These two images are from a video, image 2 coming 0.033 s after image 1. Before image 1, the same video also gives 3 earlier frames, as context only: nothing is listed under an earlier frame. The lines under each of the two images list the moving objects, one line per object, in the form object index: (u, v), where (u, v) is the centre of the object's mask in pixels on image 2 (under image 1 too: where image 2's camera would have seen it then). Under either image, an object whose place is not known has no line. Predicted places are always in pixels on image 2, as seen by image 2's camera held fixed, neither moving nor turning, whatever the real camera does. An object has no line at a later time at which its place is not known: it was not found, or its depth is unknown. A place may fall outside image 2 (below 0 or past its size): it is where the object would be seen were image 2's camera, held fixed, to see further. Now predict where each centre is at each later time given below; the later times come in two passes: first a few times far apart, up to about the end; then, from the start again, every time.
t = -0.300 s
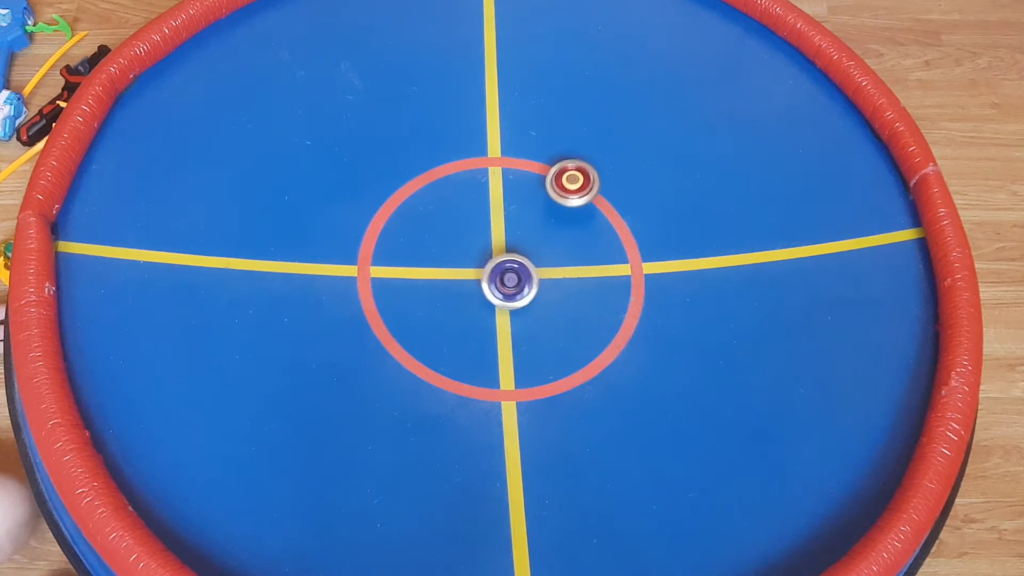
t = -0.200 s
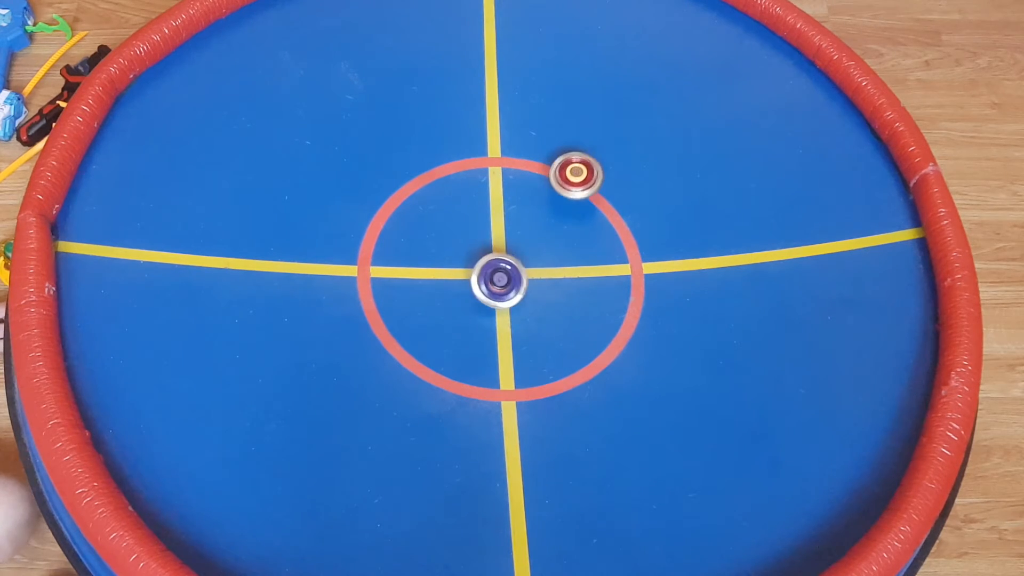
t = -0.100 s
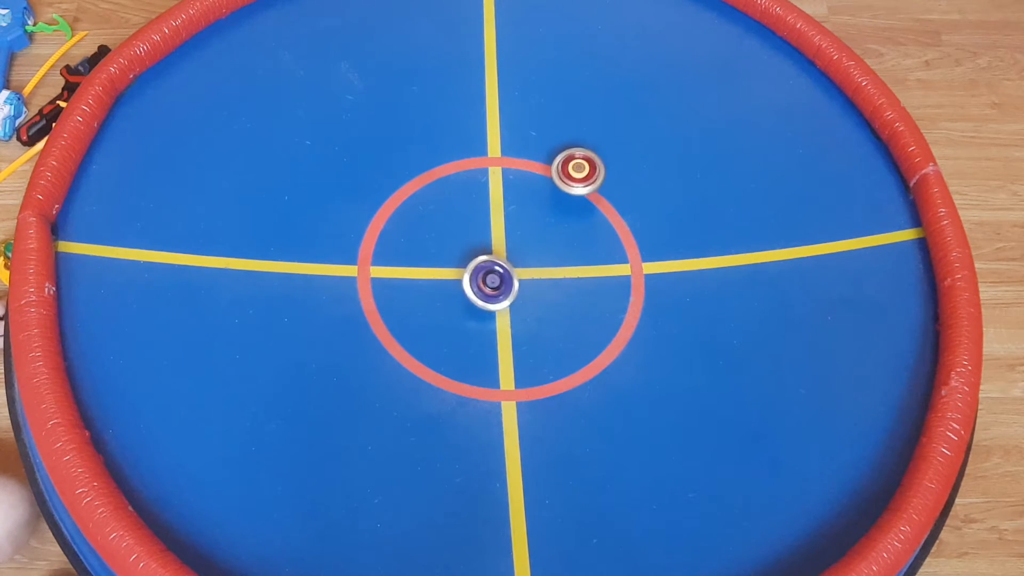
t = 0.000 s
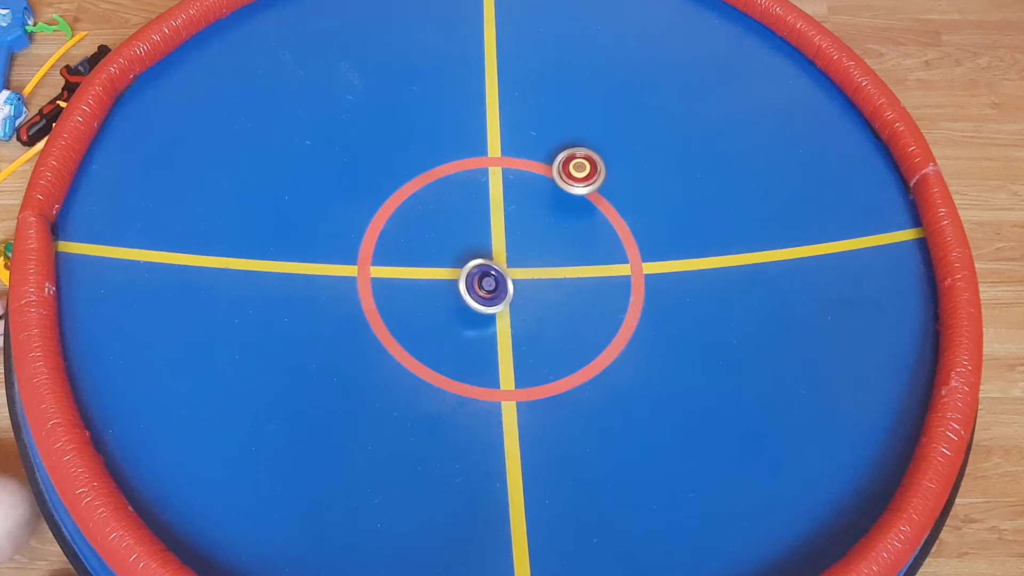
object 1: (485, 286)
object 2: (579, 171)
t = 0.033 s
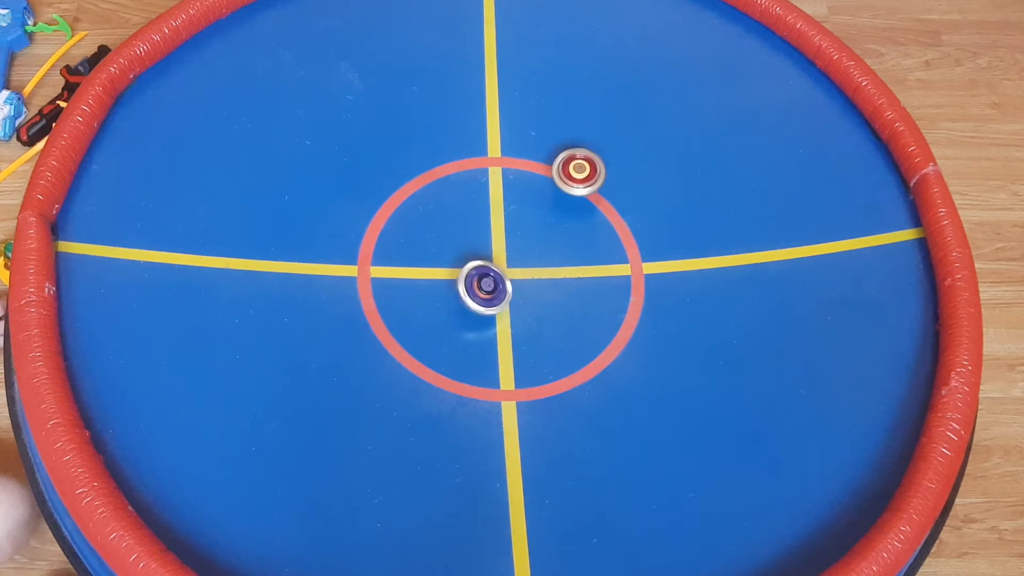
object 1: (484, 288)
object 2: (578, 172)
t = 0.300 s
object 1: (485, 296)
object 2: (567, 192)
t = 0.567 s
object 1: (497, 295)
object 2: (556, 223)
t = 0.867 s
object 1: (495, 299)
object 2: (577, 235)
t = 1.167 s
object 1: (479, 319)
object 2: (626, 205)
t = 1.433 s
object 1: (481, 317)
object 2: (626, 181)
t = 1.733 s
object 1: (490, 303)
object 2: (595, 174)
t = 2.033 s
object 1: (482, 279)
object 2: (573, 198)
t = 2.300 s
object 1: (473, 275)
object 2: (577, 227)
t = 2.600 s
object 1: (476, 277)
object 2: (604, 249)
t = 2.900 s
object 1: (492, 269)
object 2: (641, 245)
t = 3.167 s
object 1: (497, 252)
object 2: (654, 223)
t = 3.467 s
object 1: (490, 249)
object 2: (631, 205)
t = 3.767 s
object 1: (493, 256)
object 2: (598, 215)
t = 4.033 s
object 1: (512, 258)
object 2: (586, 241)
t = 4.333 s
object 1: (522, 242)
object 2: (598, 270)
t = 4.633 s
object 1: (513, 237)
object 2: (632, 283)
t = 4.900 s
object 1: (513, 247)
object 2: (659, 272)
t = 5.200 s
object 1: (534, 256)
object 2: (655, 247)
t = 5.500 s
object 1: (545, 244)
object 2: (621, 240)
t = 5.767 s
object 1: (534, 239)
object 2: (594, 255)
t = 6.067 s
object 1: (528, 254)
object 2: (584, 284)
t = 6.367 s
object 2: (602, 311)
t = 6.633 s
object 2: (633, 319)
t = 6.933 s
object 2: (650, 301)
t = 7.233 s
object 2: (631, 277)
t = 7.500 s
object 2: (644, 254)
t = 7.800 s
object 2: (670, 229)
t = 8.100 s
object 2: (648, 227)
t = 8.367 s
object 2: (636, 243)
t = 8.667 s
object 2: (643, 264)
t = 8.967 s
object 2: (667, 268)
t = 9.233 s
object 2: (671, 254)
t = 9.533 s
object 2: (647, 253)
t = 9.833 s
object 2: (634, 271)
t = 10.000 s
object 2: (636, 283)
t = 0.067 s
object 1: (484, 289)
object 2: (578, 173)
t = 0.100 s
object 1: (483, 290)
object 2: (577, 175)
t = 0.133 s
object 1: (483, 291)
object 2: (576, 177)
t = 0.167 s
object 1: (483, 292)
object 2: (574, 180)
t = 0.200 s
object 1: (483, 293)
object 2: (573, 182)
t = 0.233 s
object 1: (484, 295)
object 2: (571, 186)
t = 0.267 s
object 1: (484, 295)
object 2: (569, 189)
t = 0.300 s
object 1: (485, 296)
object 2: (567, 192)
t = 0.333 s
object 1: (486, 296)
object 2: (566, 196)
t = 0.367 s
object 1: (487, 297)
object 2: (564, 199)
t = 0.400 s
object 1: (488, 297)
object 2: (562, 203)
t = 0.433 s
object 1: (490, 297)
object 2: (561, 207)
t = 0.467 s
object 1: (491, 297)
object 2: (559, 211)
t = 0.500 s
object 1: (493, 296)
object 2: (558, 215)
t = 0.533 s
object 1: (495, 296)
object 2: (557, 219)
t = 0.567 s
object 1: (497, 295)
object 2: (556, 223)
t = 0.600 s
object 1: (500, 294)
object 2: (555, 227)
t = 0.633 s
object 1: (502, 293)
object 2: (554, 231)
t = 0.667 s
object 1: (504, 291)
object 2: (554, 235)
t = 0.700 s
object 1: (506, 289)
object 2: (554, 239)
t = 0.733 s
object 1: (508, 286)
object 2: (554, 243)
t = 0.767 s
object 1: (510, 283)
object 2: (554, 248)
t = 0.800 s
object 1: (510, 282)
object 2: (556, 250)
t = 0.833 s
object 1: (504, 289)
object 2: (564, 244)
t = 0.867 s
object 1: (495, 299)
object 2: (577, 235)
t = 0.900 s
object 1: (490, 307)
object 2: (589, 228)
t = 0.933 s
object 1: (487, 313)
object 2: (599, 223)
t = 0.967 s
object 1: (484, 316)
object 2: (606, 219)
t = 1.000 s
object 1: (482, 317)
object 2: (612, 217)
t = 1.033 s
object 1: (480, 318)
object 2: (615, 215)
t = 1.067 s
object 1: (480, 318)
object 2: (618, 213)
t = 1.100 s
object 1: (479, 318)
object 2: (621, 211)
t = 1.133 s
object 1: (479, 319)
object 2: (624, 208)
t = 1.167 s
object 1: (479, 319)
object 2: (626, 205)
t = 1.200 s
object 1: (479, 319)
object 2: (628, 203)
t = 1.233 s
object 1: (480, 319)
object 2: (629, 199)
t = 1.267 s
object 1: (479, 319)
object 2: (630, 196)
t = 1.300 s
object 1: (479, 319)
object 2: (630, 193)
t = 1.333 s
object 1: (480, 318)
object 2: (630, 190)
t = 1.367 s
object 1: (480, 318)
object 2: (629, 187)
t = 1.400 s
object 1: (480, 318)
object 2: (628, 184)
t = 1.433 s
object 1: (481, 317)
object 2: (626, 181)
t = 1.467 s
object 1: (482, 317)
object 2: (624, 178)
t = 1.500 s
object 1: (482, 316)
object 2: (621, 176)
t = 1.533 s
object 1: (483, 315)
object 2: (618, 174)
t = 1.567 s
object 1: (484, 314)
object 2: (614, 173)
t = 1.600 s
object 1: (486, 312)
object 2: (610, 172)
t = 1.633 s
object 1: (487, 310)
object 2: (607, 172)
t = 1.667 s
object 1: (488, 308)
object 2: (603, 172)
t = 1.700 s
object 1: (489, 306)
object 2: (599, 173)
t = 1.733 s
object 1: (490, 303)
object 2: (595, 174)
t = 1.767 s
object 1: (491, 300)
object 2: (592, 175)
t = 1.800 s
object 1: (491, 297)
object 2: (588, 177)
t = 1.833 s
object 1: (491, 295)
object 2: (585, 180)
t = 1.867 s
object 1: (490, 291)
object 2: (582, 182)
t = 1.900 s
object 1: (488, 288)
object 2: (580, 185)
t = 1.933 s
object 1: (487, 286)
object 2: (578, 188)
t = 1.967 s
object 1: (485, 283)
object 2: (576, 191)
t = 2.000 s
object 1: (484, 281)
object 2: (575, 194)
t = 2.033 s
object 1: (482, 279)
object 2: (573, 198)
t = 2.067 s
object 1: (481, 277)
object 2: (572, 201)
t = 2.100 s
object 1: (479, 276)
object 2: (572, 205)
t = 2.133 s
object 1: (477, 275)
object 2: (572, 209)
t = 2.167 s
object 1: (475, 275)
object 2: (572, 212)
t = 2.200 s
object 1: (474, 275)
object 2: (573, 216)
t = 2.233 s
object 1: (473, 275)
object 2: (574, 220)
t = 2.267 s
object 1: (473, 275)
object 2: (575, 223)
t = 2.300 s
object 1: (473, 275)
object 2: (577, 227)
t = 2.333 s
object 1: (473, 275)
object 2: (578, 230)
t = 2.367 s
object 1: (474, 276)
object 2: (581, 233)
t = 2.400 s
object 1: (473, 276)
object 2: (583, 236)
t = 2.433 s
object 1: (474, 277)
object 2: (586, 239)
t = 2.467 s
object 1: (474, 277)
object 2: (590, 242)
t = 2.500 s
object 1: (474, 277)
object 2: (593, 244)
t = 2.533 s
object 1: (475, 277)
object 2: (597, 246)
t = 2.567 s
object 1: (475, 277)
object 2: (600, 247)
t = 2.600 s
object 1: (476, 277)
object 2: (604, 249)
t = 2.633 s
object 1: (477, 277)
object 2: (609, 249)
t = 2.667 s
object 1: (479, 277)
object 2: (613, 250)
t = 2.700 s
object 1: (480, 276)
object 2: (617, 251)
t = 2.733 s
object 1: (482, 276)
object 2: (621, 250)
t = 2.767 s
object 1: (484, 275)
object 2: (625, 250)
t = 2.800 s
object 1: (486, 274)
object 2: (629, 249)
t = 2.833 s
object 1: (488, 273)
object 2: (633, 248)
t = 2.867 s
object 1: (490, 271)
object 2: (637, 247)
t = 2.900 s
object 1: (492, 269)
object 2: (641, 245)
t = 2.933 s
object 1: (494, 268)
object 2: (644, 243)
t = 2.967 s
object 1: (496, 265)
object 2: (647, 241)
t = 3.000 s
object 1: (496, 263)
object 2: (649, 238)
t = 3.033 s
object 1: (497, 261)
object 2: (651, 235)
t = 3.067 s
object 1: (498, 258)
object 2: (653, 233)
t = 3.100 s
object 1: (497, 256)
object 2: (654, 229)
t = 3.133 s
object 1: (497, 254)
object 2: (654, 226)
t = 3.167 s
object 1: (497, 252)
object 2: (654, 223)
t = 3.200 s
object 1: (496, 251)
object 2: (654, 220)
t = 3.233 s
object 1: (495, 249)
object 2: (652, 217)
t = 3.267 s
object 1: (493, 249)
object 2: (650, 215)
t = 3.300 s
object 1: (493, 248)
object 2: (648, 212)
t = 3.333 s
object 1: (492, 247)
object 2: (645, 210)
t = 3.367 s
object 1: (491, 248)
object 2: (642, 208)
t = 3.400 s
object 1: (490, 248)
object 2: (639, 207)
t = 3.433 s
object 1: (490, 248)
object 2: (635, 205)
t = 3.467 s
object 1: (490, 249)
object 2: (631, 205)
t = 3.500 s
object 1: (489, 249)
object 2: (627, 204)
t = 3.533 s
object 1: (489, 250)
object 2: (623, 204)
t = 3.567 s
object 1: (489, 251)
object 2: (619, 205)
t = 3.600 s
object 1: (489, 252)
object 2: (615, 206)
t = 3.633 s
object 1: (490, 253)
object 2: (612, 207)
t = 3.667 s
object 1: (490, 253)
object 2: (608, 209)
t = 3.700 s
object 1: (491, 255)
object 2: (604, 211)
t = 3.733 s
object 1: (492, 255)
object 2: (601, 213)
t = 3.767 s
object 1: (493, 256)
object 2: (598, 215)
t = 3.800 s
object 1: (495, 257)
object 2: (596, 218)
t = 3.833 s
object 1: (496, 258)
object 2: (593, 221)
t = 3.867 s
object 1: (499, 259)
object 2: (591, 224)
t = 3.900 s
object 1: (501, 259)
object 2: (589, 227)
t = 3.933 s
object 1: (504, 259)
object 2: (588, 231)
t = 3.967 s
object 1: (506, 259)
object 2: (587, 234)
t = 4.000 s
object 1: (509, 259)
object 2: (586, 237)
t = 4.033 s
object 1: (512, 258)
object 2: (586, 241)
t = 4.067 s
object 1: (514, 256)
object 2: (586, 244)
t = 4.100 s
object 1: (516, 255)
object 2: (586, 248)
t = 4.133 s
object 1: (518, 253)
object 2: (587, 251)
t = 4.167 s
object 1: (520, 251)
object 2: (588, 255)
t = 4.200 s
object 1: (521, 250)
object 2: (589, 258)
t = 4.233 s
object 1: (522, 247)
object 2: (591, 261)
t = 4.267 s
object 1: (522, 245)
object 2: (593, 265)
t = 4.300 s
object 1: (522, 244)
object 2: (595, 268)
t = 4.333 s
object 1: (522, 242)
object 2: (598, 270)
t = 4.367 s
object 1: (522, 240)
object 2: (601, 273)
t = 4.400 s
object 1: (520, 239)
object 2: (604, 275)
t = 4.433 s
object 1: (520, 238)
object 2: (608, 277)
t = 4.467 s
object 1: (519, 237)
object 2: (612, 279)
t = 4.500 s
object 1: (517, 237)
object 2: (616, 281)
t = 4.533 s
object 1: (516, 236)
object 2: (619, 282)
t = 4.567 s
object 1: (515, 236)
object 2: (624, 283)
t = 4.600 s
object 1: (514, 237)
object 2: (628, 283)
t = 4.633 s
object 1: (513, 237)
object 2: (632, 283)
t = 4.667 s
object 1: (512, 237)
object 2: (636, 283)
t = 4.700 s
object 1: (513, 239)
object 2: (640, 283)
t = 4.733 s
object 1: (512, 239)
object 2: (644, 282)
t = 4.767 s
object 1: (512, 241)
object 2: (648, 280)
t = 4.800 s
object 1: (512, 242)
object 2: (651, 279)
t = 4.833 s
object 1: (511, 244)
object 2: (654, 277)
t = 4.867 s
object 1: (512, 246)
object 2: (657, 274)
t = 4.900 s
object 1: (513, 247)
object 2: (659, 272)
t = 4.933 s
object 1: (514, 250)
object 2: (660, 269)
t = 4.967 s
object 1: (516, 251)
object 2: (662, 266)
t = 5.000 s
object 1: (518, 253)
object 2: (662, 263)
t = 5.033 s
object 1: (520, 254)
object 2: (662, 260)
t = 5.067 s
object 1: (522, 255)
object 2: (662, 257)
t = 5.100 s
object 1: (525, 256)
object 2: (661, 254)
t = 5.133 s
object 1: (528, 257)
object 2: (660, 252)
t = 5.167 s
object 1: (531, 256)
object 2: (657, 249)
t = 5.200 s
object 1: (534, 256)
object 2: (655, 247)
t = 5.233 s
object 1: (536, 256)
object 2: (652, 245)
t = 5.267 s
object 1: (538, 254)
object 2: (648, 243)
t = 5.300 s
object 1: (541, 254)
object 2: (645, 242)
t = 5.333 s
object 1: (542, 253)
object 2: (641, 240)
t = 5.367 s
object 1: (544, 251)
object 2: (637, 240)
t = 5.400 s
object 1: (545, 249)
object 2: (633, 239)
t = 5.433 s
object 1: (545, 248)
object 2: (629, 239)
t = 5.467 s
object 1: (545, 246)
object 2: (625, 239)
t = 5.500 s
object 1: (545, 244)
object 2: (621, 240)
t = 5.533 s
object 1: (544, 243)
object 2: (617, 241)
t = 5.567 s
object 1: (544, 241)
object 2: (613, 242)
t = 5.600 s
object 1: (542, 240)
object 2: (609, 244)
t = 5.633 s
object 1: (541, 240)
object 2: (606, 245)
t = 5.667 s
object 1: (540, 239)
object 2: (602, 247)
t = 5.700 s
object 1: (538, 239)
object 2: (599, 250)
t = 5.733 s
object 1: (536, 239)
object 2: (596, 252)
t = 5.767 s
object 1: (534, 239)
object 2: (594, 255)
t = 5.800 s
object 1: (533, 240)
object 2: (591, 257)
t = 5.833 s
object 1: (532, 241)
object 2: (589, 260)
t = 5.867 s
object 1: (530, 242)
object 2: (587, 264)
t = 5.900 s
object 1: (529, 244)
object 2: (586, 267)
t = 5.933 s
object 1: (529, 246)
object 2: (585, 270)
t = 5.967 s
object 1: (528, 248)
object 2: (585, 273)
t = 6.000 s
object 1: (528, 250)
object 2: (584, 277)
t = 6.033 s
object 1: (528, 252)
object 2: (584, 280)
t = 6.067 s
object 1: (528, 254)
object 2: (584, 284)
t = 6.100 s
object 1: (529, 256)
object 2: (585, 287)
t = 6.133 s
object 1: (530, 258)
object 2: (586, 291)
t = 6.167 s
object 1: (532, 260)
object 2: (587, 295)
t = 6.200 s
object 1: (535, 262)
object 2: (589, 298)
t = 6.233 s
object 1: (537, 263)
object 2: (591, 301)
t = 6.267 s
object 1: (539, 264)
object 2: (593, 303)
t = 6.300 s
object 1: (542, 264)
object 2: (596, 306)
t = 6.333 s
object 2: (599, 309)
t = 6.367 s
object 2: (602, 311)
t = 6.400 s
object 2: (606, 313)
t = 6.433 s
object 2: (609, 315)
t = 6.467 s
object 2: (613, 317)
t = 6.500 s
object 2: (617, 318)
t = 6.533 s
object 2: (621, 318)
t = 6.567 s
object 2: (625, 319)
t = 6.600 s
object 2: (629, 319)
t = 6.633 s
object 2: (633, 319)
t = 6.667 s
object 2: (636, 318)
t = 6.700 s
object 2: (639, 317)
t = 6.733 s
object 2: (642, 315)
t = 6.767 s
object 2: (645, 313)
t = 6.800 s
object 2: (647, 311)
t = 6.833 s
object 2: (649, 309)
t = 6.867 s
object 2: (650, 306)
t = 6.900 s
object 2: (650, 303)
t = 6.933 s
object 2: (650, 301)
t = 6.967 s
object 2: (650, 298)
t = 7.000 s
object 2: (649, 295)
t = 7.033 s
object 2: (647, 292)
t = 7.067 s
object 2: (646, 289)
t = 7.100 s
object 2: (643, 286)
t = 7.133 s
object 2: (641, 284)
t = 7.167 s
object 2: (638, 281)
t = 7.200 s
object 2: (635, 279)
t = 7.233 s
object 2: (631, 277)
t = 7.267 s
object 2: (627, 276)
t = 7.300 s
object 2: (623, 275)
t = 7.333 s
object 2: (619, 274)
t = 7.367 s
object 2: (615, 273)
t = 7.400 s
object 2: (611, 273)
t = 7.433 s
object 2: (608, 272)
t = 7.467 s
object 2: (628, 263)
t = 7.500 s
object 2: (644, 254)
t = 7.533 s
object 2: (656, 249)
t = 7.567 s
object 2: (663, 243)
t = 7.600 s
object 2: (667, 240)
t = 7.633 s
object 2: (668, 238)
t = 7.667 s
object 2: (669, 237)
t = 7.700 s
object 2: (671, 236)
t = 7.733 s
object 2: (671, 234)
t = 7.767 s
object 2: (672, 231)
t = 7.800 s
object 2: (670, 229)
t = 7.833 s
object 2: (669, 227)
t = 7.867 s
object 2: (667, 226)
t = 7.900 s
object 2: (664, 225)
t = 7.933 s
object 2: (661, 224)
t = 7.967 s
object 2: (659, 224)
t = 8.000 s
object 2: (656, 224)
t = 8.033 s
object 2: (653, 225)
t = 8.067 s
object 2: (650, 226)
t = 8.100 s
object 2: (648, 227)
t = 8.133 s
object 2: (645, 228)
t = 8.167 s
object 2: (643, 230)
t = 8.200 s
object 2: (642, 232)
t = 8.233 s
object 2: (640, 234)
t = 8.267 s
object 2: (639, 236)
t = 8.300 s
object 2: (638, 238)
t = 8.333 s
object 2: (637, 240)
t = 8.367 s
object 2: (636, 243)
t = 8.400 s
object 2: (636, 246)
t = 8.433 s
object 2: (636, 249)
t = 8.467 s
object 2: (636, 251)
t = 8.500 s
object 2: (636, 254)
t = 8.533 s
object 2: (637, 256)
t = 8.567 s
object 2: (638, 259)
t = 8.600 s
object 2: (640, 261)
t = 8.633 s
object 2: (641, 262)
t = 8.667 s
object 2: (643, 264)
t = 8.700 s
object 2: (645, 266)
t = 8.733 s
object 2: (647, 267)
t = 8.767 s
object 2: (650, 268)
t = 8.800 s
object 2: (653, 269)
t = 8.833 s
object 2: (656, 269)
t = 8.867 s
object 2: (659, 269)
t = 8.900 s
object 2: (661, 269)
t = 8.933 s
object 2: (664, 269)
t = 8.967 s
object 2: (667, 268)
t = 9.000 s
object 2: (669, 267)
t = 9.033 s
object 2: (671, 265)
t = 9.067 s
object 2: (673, 264)
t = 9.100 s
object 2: (674, 262)
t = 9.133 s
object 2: (674, 260)
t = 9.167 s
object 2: (674, 258)
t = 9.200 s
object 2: (673, 256)
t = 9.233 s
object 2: (671, 254)
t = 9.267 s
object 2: (669, 252)
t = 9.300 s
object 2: (667, 251)
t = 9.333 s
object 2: (665, 250)
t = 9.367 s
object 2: (661, 250)
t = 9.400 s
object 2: (658, 250)
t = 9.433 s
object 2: (655, 250)
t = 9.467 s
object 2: (653, 251)
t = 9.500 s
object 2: (650, 252)
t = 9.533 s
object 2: (647, 253)
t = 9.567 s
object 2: (645, 254)
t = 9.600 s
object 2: (642, 256)
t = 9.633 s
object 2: (640, 258)
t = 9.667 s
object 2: (639, 260)
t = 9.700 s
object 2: (637, 262)
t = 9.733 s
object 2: (636, 264)
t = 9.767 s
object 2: (635, 266)
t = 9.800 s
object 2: (635, 269)
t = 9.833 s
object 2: (634, 271)
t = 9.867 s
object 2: (634, 273)
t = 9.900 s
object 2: (634, 276)
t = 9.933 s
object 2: (635, 278)
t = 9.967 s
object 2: (635, 280)
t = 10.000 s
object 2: (636, 283)
